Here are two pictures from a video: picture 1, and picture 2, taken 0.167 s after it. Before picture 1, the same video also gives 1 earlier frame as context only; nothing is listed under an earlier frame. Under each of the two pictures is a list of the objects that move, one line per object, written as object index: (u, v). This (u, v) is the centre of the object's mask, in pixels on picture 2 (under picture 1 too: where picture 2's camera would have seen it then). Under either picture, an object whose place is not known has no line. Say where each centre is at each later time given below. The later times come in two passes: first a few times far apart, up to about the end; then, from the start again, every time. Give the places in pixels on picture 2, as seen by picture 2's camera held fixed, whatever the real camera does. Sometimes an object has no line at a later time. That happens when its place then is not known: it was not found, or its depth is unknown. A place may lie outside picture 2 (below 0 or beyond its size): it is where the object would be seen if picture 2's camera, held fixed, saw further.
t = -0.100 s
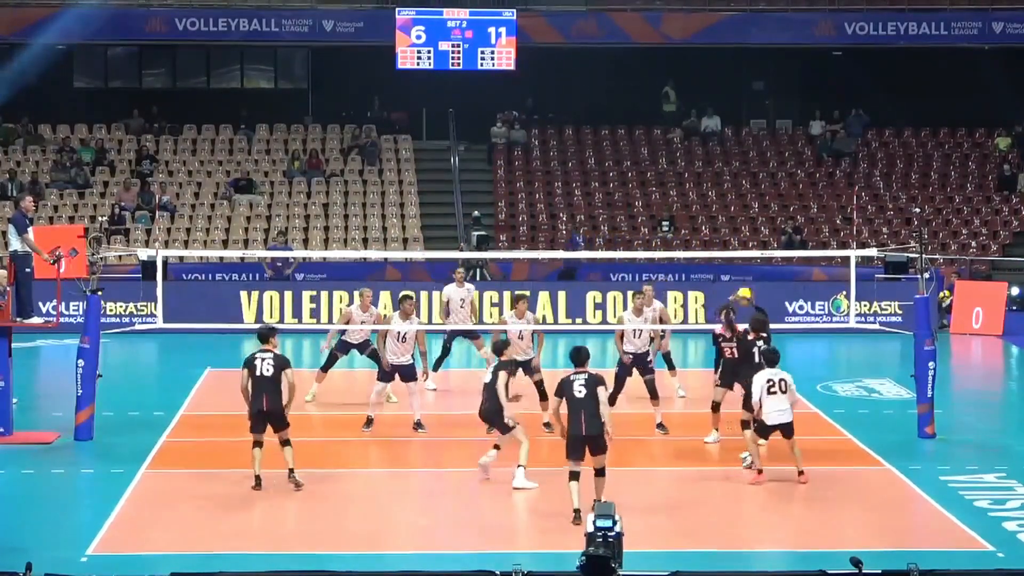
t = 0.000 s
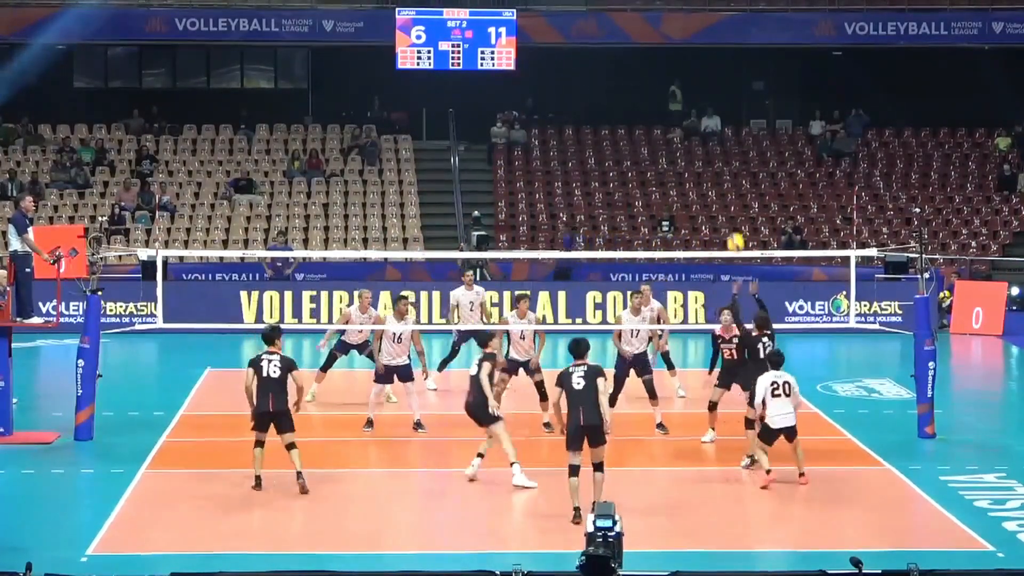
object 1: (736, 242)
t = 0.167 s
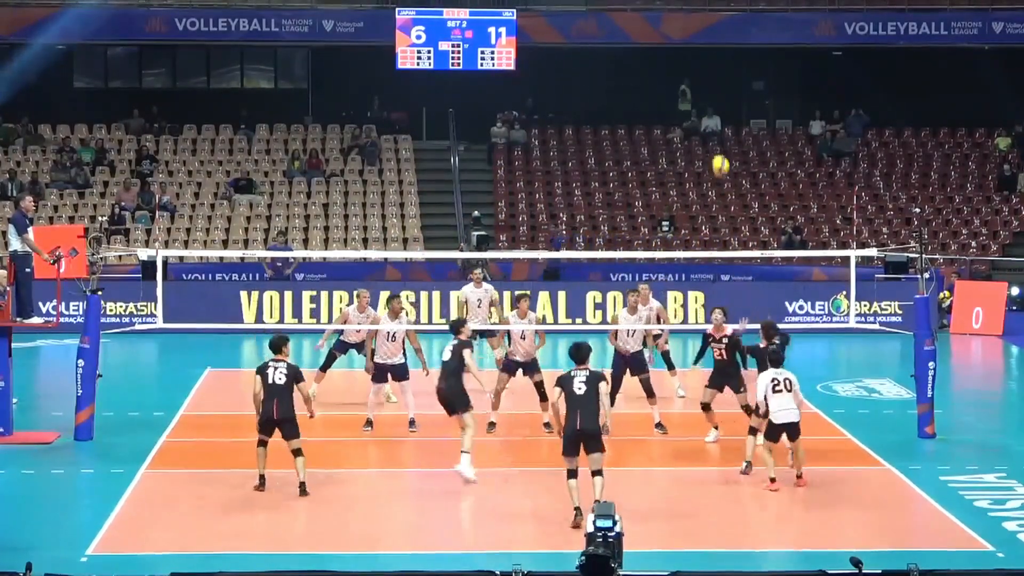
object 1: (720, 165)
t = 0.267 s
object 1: (711, 129)
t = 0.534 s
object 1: (685, 74)
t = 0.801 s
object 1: (662, 76)
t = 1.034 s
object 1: (641, 122)
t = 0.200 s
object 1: (717, 152)
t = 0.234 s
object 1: (714, 140)
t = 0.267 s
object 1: (711, 129)
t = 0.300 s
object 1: (708, 119)
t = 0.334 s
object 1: (704, 110)
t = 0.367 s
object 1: (701, 102)
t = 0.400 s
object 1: (698, 94)
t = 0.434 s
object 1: (695, 88)
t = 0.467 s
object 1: (691, 82)
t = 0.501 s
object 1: (688, 78)
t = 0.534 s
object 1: (685, 74)
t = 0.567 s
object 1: (682, 71)
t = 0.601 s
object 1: (679, 69)
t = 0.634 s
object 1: (676, 69)
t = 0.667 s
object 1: (673, 69)
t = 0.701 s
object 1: (670, 69)
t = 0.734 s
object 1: (667, 71)
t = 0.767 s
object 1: (665, 73)
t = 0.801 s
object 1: (662, 76)
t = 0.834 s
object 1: (659, 80)
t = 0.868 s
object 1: (656, 85)
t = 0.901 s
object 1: (653, 91)
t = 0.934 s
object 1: (650, 98)
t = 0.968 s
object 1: (647, 105)
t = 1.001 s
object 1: (644, 113)
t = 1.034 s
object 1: (641, 122)
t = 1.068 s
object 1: (639, 132)
